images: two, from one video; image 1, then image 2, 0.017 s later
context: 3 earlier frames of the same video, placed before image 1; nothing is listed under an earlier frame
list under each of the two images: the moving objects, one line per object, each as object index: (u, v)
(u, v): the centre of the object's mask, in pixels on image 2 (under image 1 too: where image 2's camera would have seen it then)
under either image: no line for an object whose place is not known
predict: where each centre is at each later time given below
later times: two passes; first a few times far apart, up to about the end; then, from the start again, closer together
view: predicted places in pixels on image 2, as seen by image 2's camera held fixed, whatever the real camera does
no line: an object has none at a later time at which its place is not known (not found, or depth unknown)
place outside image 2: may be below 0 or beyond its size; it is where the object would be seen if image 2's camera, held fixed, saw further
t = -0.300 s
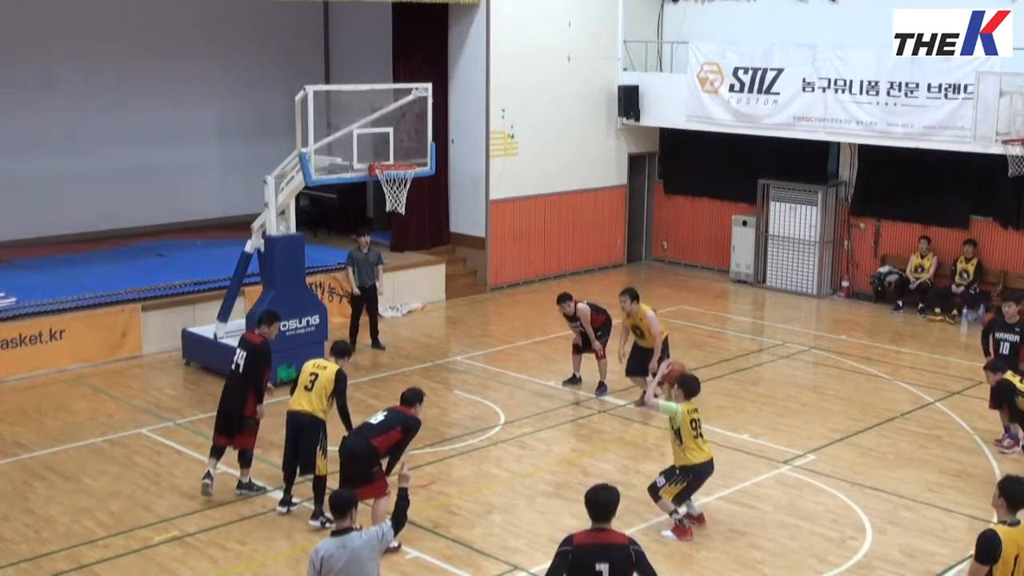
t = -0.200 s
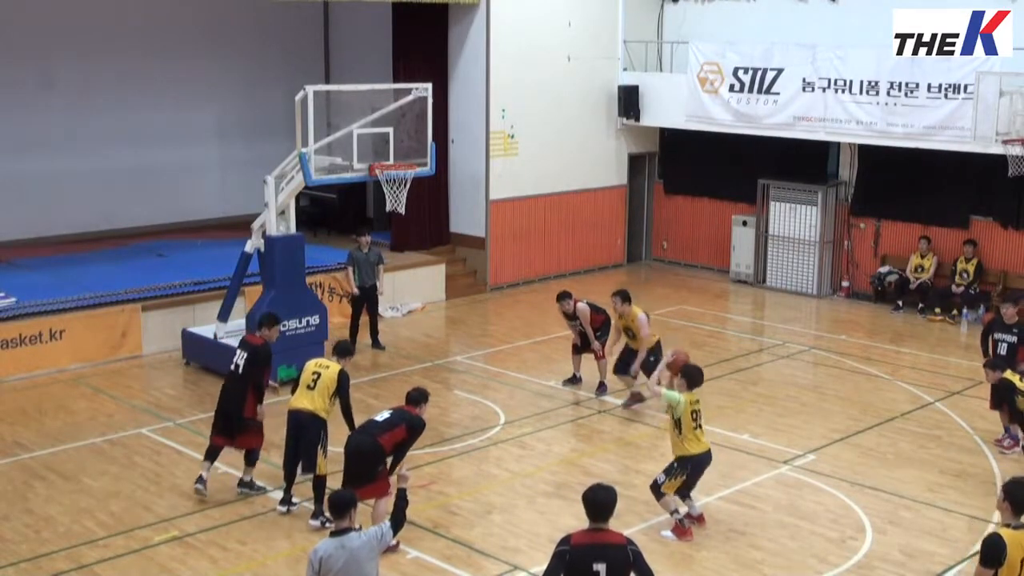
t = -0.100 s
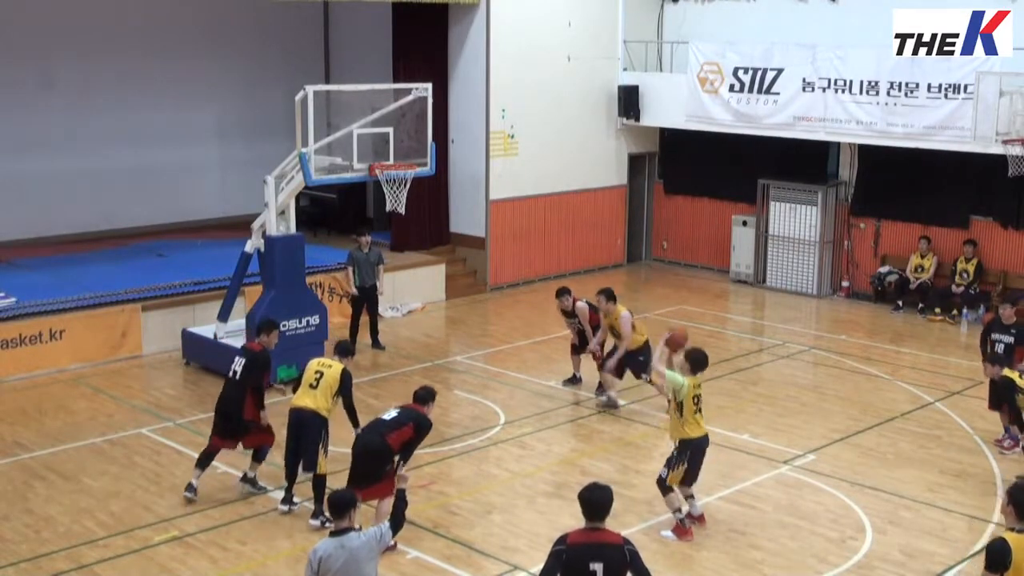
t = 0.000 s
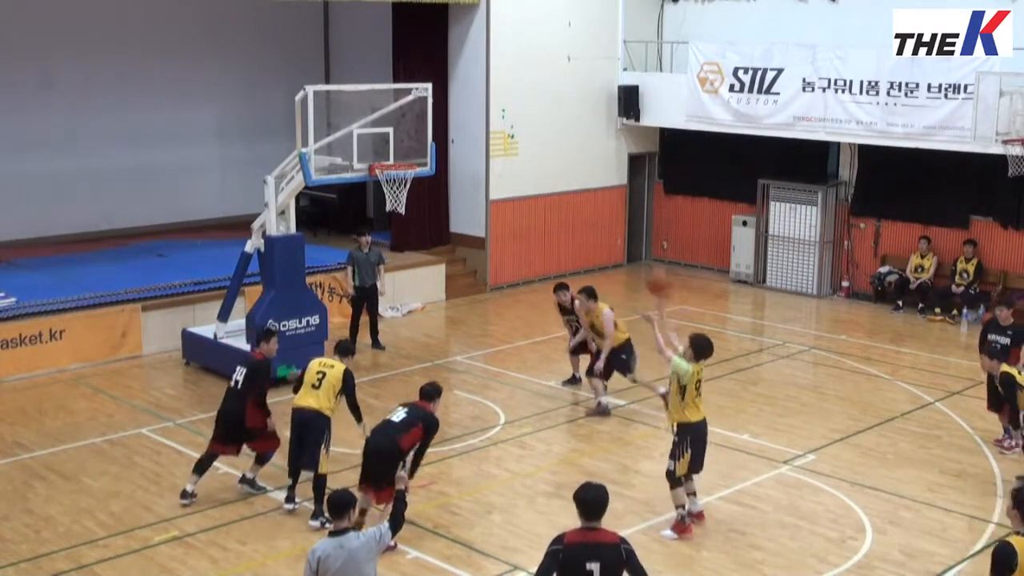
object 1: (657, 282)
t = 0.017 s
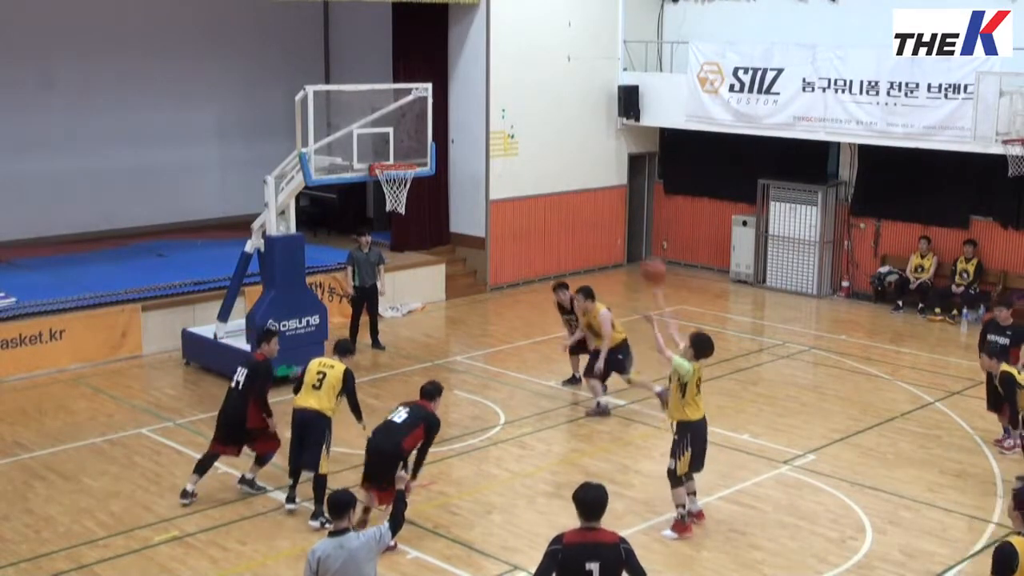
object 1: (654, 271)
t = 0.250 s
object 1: (585, 157)
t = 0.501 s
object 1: (519, 103)
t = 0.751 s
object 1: (460, 110)
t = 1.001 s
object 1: (411, 149)
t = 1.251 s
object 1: (400, 139)
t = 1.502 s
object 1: (418, 153)
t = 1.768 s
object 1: (431, 169)
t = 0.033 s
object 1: (649, 260)
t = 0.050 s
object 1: (643, 250)
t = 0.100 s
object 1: (630, 223)
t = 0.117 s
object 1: (626, 216)
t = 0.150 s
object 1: (614, 197)
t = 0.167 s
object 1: (608, 191)
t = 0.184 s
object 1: (603, 182)
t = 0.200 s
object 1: (600, 176)
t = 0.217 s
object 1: (595, 170)
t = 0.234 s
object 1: (590, 164)
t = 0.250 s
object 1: (585, 157)
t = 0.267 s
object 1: (580, 152)
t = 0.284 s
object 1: (576, 146)
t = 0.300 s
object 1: (571, 141)
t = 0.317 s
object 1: (567, 136)
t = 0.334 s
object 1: (562, 132)
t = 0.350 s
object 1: (558, 128)
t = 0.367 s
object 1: (553, 123)
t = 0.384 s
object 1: (549, 120)
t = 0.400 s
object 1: (544, 116)
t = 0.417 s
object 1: (540, 114)
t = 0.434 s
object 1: (535, 111)
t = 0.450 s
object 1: (531, 108)
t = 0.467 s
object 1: (527, 106)
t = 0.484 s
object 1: (523, 104)
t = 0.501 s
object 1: (519, 103)
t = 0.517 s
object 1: (514, 101)
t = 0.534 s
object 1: (510, 100)
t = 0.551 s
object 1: (506, 99)
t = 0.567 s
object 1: (503, 99)
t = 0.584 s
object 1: (498, 99)
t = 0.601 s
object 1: (494, 99)
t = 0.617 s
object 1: (490, 99)
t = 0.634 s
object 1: (486, 100)
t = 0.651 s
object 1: (482, 100)
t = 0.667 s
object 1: (478, 101)
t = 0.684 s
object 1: (475, 103)
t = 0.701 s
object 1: (471, 104)
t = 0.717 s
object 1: (467, 106)
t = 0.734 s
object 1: (463, 108)
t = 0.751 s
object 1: (460, 110)
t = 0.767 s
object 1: (457, 112)
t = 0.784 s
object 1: (452, 115)
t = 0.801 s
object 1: (448, 118)
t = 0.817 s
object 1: (444, 121)
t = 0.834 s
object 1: (442, 124)
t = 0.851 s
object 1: (438, 127)
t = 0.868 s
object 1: (435, 131)
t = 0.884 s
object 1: (433, 135)
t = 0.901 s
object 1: (430, 138)
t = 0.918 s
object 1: (425, 143)
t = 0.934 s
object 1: (420, 147)
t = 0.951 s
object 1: (417, 151)
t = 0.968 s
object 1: (414, 155)
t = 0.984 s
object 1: (414, 152)
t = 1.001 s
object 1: (411, 149)
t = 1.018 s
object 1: (409, 149)
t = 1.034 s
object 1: (407, 148)
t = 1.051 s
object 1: (407, 148)
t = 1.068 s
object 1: (403, 145)
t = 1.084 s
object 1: (402, 144)
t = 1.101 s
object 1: (400, 143)
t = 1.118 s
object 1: (397, 142)
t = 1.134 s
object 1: (396, 142)
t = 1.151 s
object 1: (396, 142)
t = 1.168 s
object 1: (396, 142)
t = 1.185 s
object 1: (396, 141)
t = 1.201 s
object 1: (396, 140)
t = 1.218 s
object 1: (396, 140)
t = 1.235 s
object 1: (397, 140)
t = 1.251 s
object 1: (400, 139)
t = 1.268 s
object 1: (400, 139)
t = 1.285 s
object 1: (402, 139)
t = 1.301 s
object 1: (403, 139)
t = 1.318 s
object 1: (404, 140)
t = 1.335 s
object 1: (407, 143)
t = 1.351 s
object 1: (408, 144)
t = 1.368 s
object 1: (409, 145)
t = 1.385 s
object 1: (411, 147)
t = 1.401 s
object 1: (412, 149)
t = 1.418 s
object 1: (412, 151)
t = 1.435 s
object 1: (415, 153)
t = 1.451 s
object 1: (416, 153)
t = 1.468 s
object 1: (417, 153)
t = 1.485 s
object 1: (417, 152)
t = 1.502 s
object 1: (418, 153)
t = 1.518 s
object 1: (418, 152)
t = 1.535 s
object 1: (418, 153)
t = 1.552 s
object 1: (418, 153)
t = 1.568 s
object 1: (419, 153)
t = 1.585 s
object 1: (419, 153)
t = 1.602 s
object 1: (420, 154)
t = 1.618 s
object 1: (420, 154)
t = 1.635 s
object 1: (422, 156)
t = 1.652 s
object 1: (422, 158)
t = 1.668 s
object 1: (422, 158)
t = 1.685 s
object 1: (424, 160)
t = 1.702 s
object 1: (425, 160)
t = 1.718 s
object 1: (425, 161)
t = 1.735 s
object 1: (428, 165)
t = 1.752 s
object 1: (429, 167)
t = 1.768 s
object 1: (431, 169)
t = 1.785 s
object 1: (432, 172)
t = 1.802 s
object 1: (433, 175)
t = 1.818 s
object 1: (434, 177)
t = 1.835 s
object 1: (434, 181)
